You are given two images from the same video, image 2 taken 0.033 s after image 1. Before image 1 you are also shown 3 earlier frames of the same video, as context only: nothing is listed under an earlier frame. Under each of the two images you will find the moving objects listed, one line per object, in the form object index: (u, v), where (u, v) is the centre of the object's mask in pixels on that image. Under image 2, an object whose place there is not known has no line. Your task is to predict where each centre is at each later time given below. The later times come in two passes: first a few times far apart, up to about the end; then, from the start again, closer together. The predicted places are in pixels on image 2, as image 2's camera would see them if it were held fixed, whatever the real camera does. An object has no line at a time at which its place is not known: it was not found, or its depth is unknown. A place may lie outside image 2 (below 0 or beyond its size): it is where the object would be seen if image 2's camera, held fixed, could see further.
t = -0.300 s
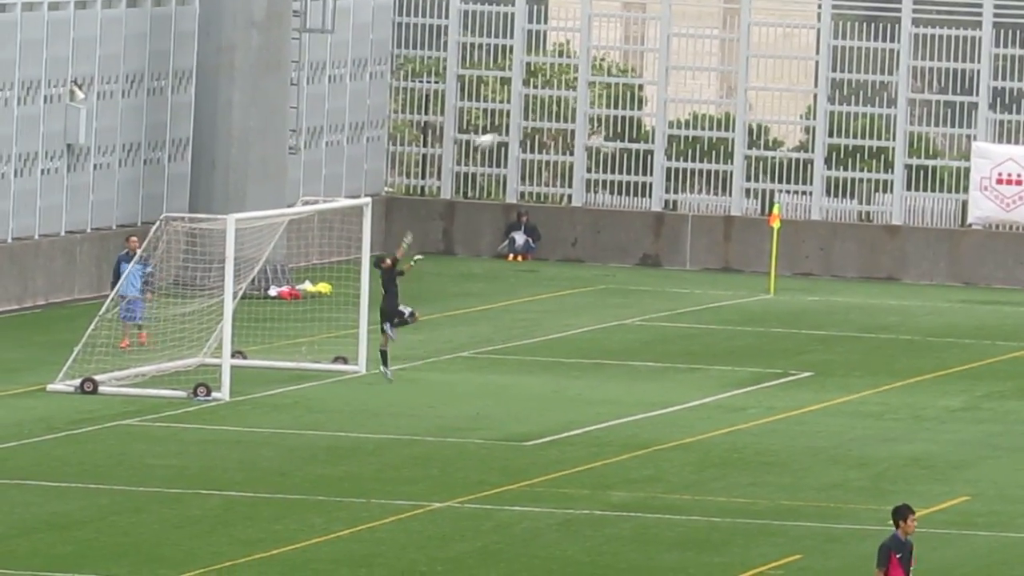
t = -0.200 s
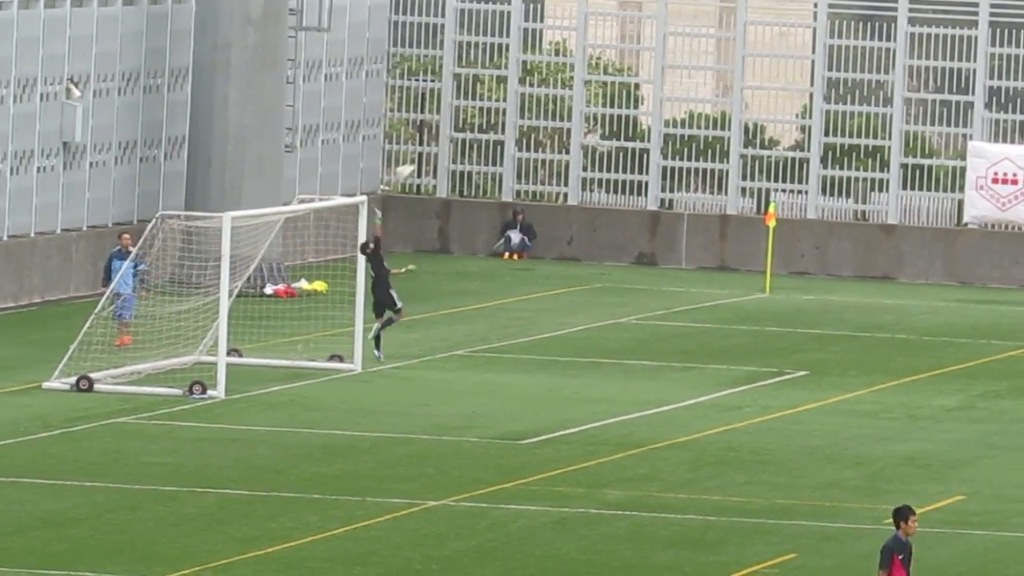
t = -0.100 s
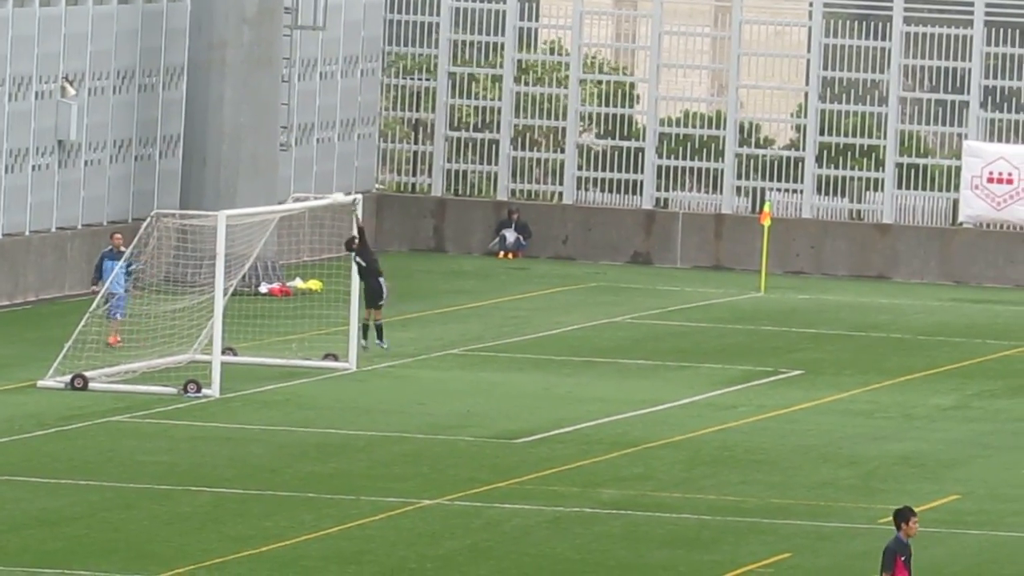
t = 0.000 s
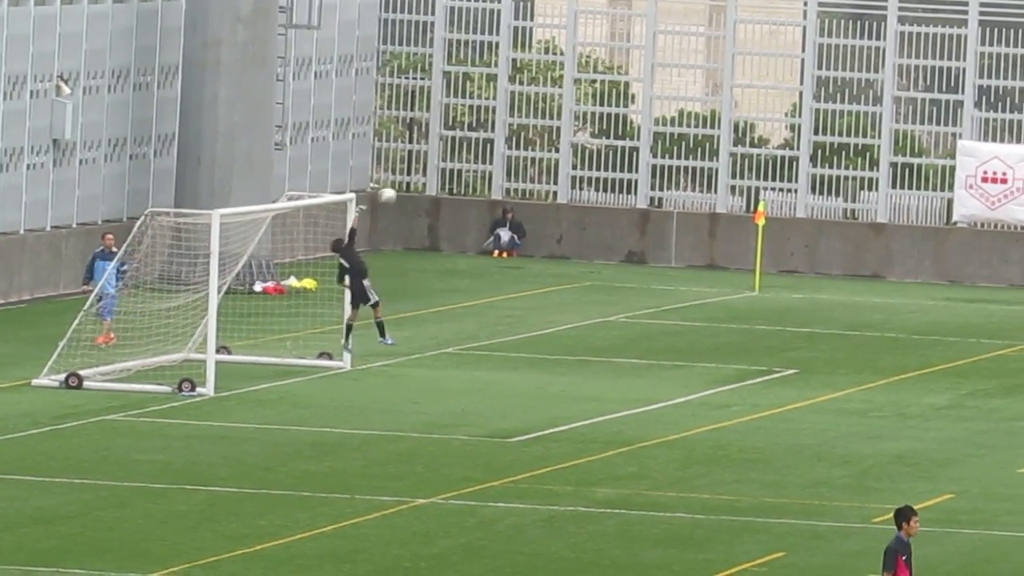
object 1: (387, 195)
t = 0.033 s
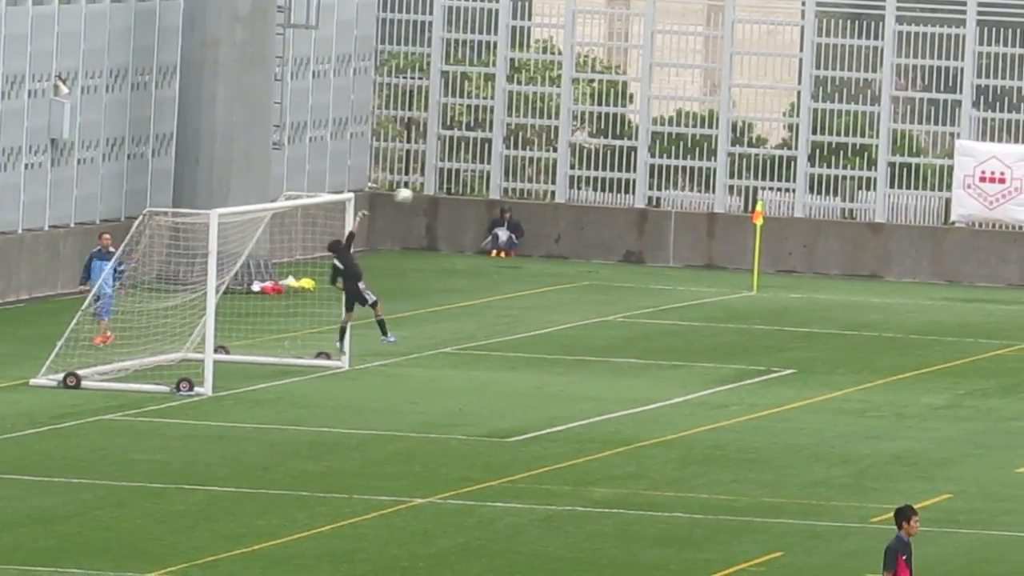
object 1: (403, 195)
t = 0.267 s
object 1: (528, 220)
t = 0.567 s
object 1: (682, 305)
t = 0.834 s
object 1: (802, 373)
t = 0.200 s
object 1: (492, 209)
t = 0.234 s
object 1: (510, 214)
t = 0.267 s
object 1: (528, 220)
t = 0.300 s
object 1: (545, 226)
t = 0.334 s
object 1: (563, 234)
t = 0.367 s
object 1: (580, 242)
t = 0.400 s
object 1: (597, 251)
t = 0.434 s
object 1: (615, 260)
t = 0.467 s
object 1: (632, 270)
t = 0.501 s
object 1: (648, 281)
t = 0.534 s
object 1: (665, 293)
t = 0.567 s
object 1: (682, 305)
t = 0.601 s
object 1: (698, 318)
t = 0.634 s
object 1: (715, 333)
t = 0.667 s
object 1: (732, 347)
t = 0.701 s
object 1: (749, 363)
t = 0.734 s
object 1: (766, 379)
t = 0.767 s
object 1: (782, 396)
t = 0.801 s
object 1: (793, 385)
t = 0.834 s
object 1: (802, 373)
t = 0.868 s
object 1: (812, 363)
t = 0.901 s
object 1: (821, 354)
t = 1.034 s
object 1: (859, 324)
